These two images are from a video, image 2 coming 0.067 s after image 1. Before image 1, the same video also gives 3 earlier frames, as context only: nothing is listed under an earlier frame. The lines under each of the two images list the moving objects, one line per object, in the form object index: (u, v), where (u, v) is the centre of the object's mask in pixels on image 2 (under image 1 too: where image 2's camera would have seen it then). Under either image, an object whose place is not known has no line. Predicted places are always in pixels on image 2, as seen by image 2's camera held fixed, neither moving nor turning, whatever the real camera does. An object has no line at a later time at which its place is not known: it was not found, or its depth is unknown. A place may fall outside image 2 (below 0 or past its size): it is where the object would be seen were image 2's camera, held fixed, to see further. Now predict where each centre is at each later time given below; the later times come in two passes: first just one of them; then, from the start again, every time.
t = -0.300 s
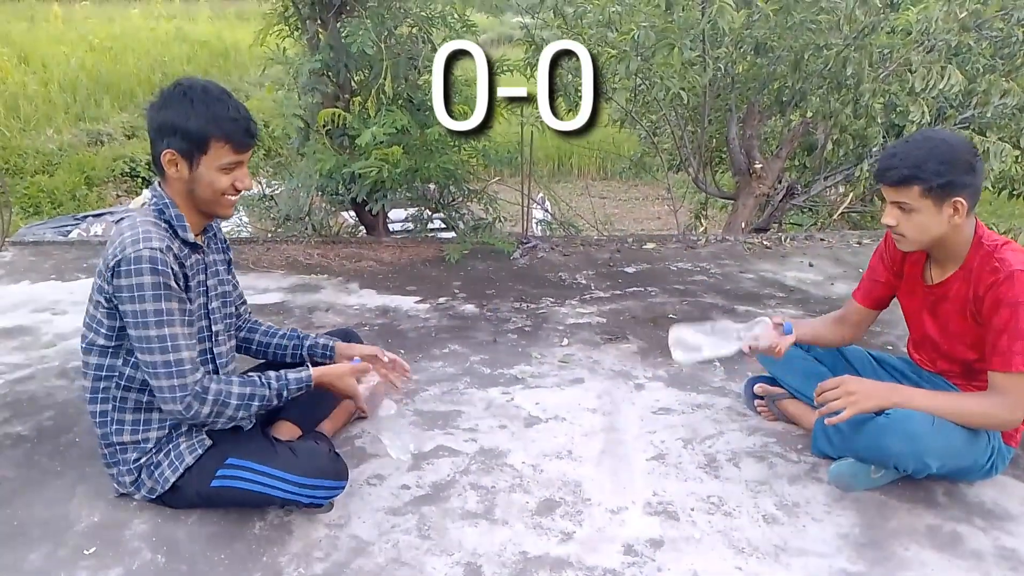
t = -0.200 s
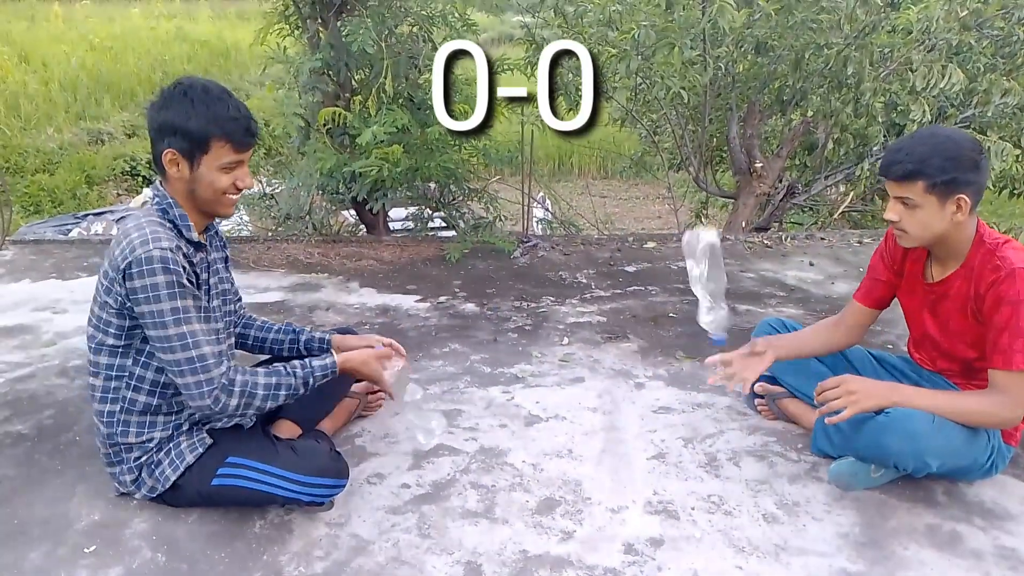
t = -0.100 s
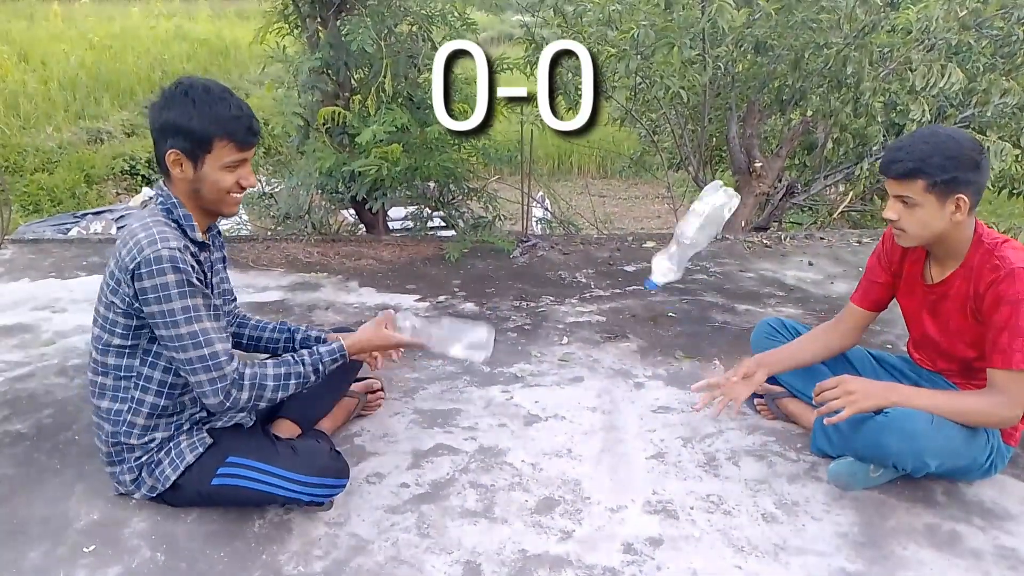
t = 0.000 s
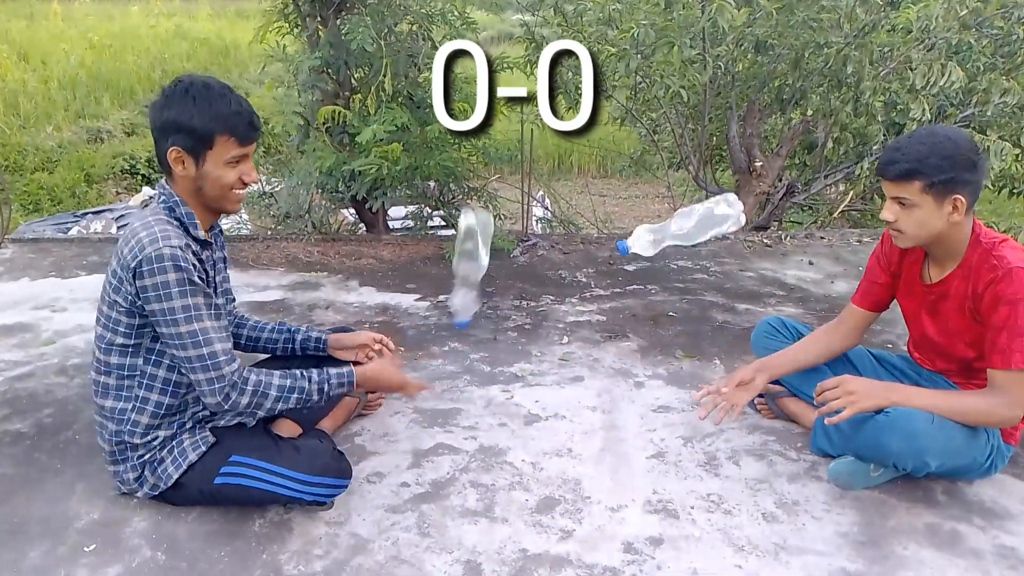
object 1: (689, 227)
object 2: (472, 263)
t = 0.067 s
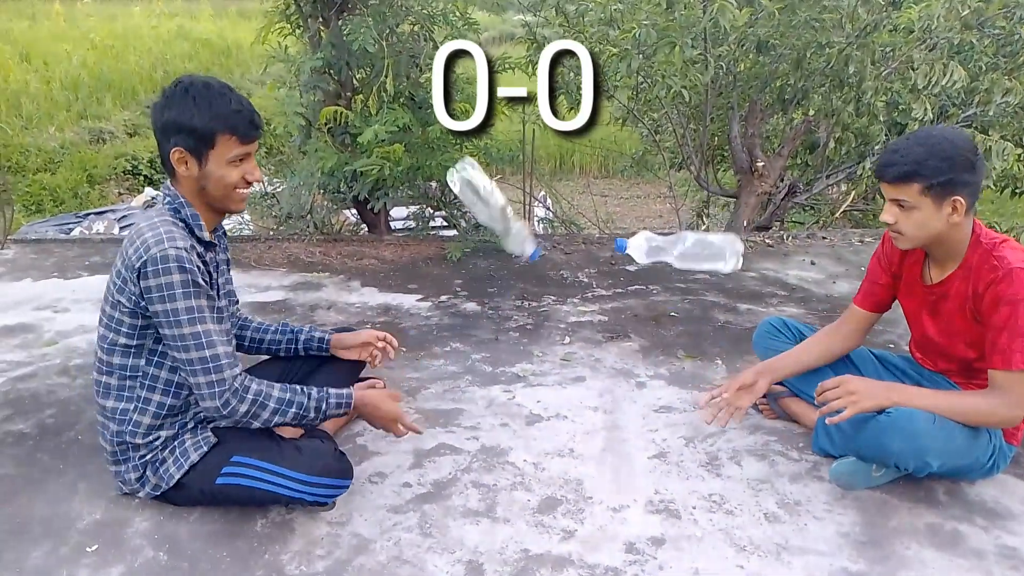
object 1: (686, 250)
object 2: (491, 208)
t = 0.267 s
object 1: (673, 422)
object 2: (494, 150)
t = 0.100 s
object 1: (684, 270)
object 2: (498, 183)
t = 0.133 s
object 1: (682, 295)
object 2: (500, 163)
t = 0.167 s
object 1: (680, 324)
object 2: (498, 150)
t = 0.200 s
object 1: (678, 357)
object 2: (492, 146)
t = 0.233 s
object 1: (675, 392)
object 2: (492, 146)
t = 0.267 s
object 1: (673, 422)
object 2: (494, 150)
